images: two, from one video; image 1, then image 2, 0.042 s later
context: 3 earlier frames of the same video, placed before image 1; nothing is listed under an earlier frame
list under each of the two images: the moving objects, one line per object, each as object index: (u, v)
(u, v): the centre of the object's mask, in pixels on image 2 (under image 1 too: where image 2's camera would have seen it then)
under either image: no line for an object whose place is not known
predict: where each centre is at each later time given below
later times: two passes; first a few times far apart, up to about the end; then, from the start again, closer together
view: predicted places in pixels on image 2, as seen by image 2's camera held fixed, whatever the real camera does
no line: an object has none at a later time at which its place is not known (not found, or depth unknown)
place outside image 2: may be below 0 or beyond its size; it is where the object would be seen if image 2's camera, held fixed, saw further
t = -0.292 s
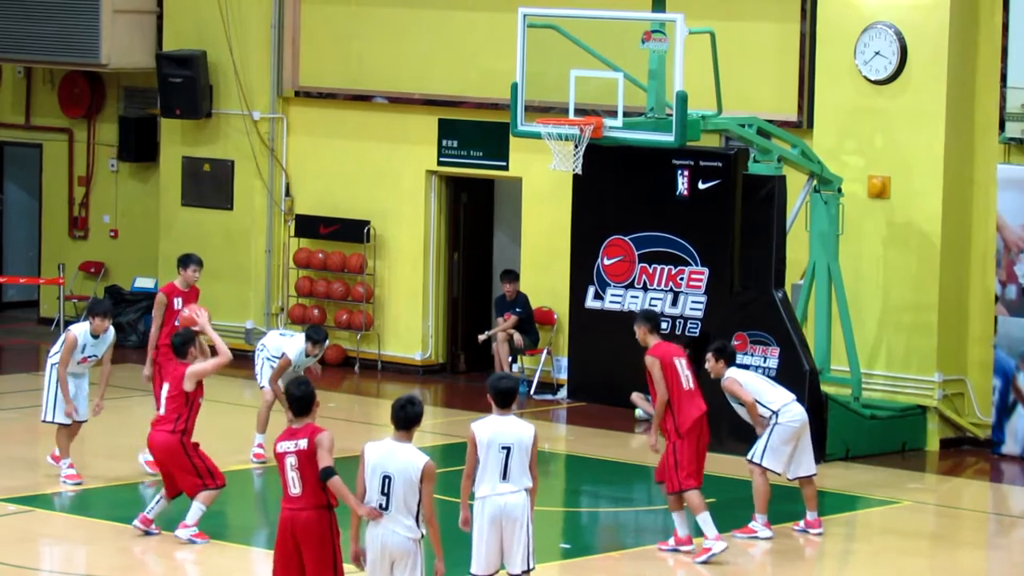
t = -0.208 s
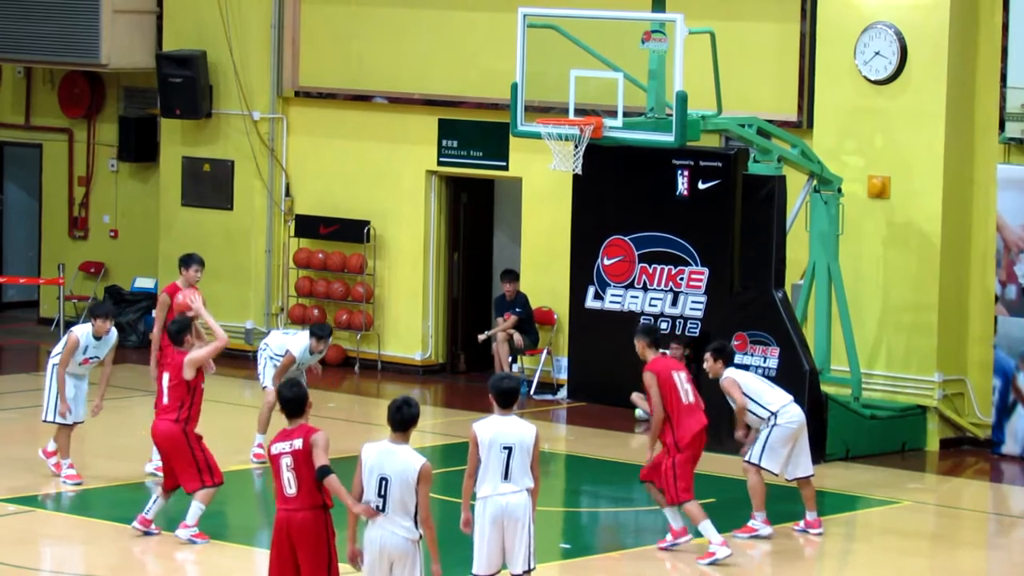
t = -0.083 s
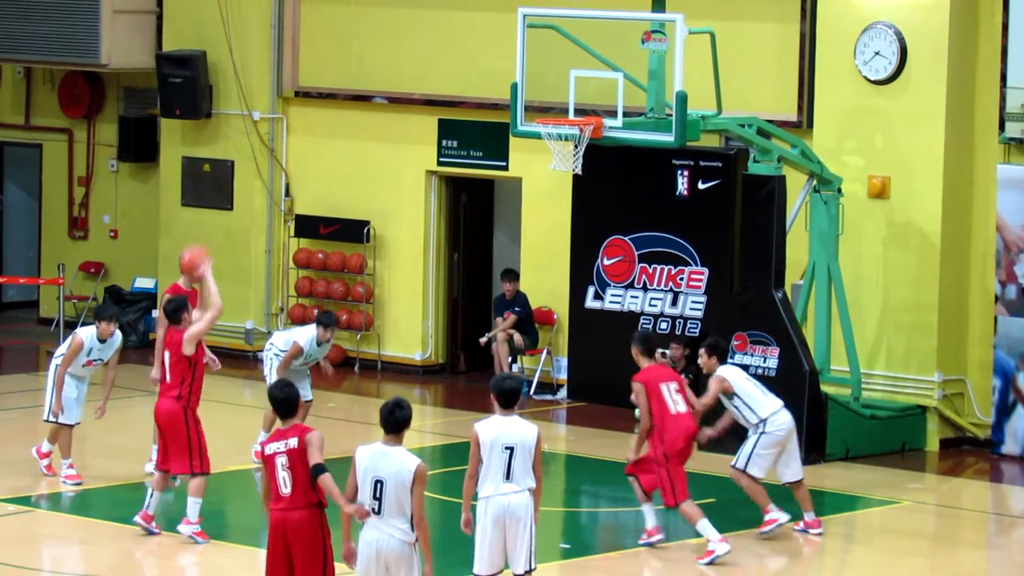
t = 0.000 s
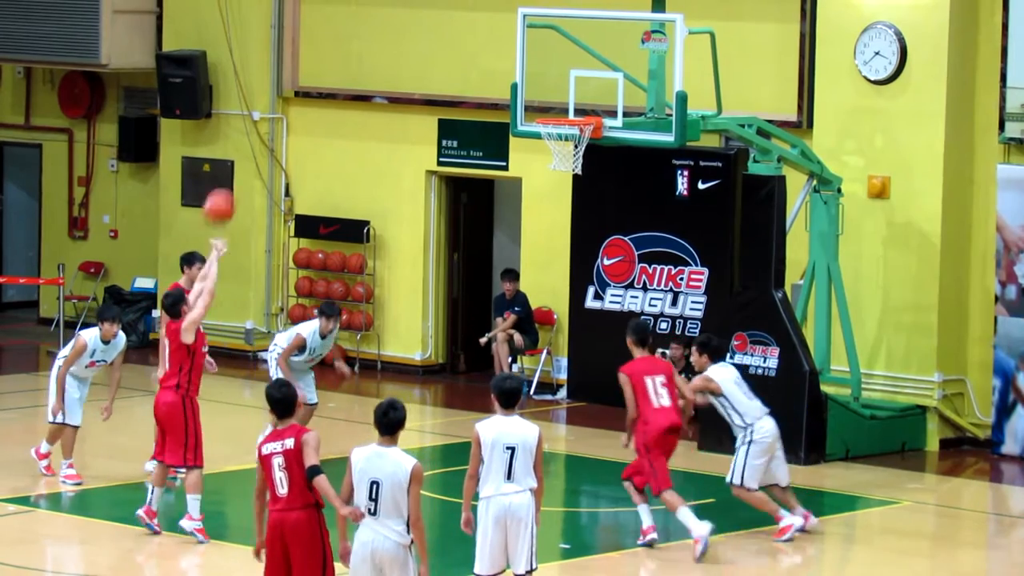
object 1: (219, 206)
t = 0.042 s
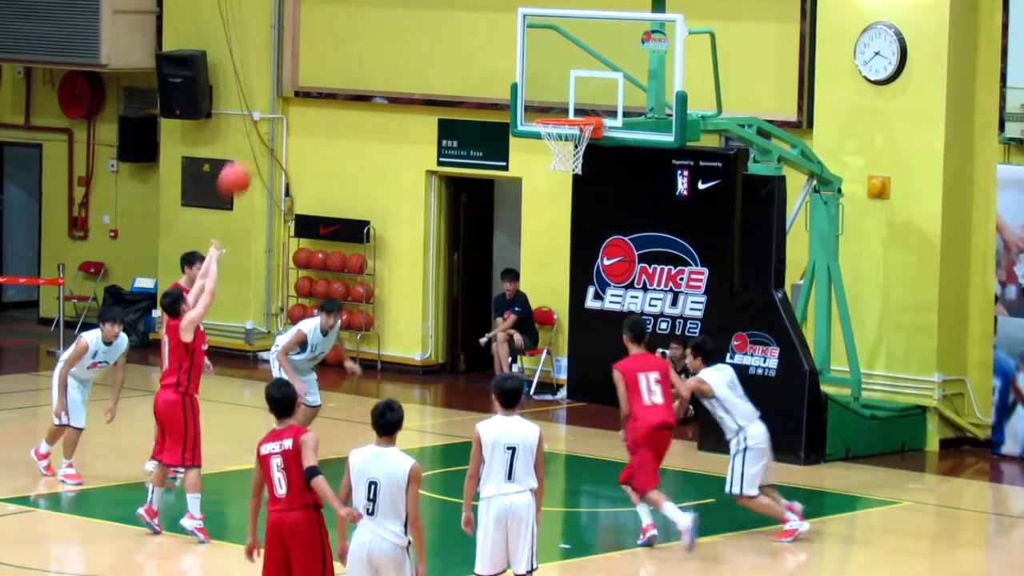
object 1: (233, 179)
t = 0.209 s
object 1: (297, 84)
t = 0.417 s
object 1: (372, 16)
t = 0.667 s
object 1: (455, 8)
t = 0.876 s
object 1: (521, 52)
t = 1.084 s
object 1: (583, 147)
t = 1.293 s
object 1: (587, 186)
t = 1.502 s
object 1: (587, 270)
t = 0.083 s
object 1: (251, 151)
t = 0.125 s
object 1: (267, 127)
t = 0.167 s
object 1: (283, 103)
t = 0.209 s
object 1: (297, 84)
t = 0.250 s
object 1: (313, 66)
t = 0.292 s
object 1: (328, 50)
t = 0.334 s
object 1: (343, 37)
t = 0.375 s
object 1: (358, 25)
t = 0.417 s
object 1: (372, 16)
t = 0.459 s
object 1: (386, 11)
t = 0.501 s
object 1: (401, 8)
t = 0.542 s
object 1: (415, 7)
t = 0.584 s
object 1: (428, 6)
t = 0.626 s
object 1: (442, 6)
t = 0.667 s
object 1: (455, 8)
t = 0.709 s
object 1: (470, 11)
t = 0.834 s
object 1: (508, 39)
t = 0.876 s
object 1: (521, 52)
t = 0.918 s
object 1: (534, 68)
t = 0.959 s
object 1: (546, 85)
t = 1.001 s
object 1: (559, 104)
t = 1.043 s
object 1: (570, 126)
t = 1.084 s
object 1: (583, 147)
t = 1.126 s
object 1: (588, 157)
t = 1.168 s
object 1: (586, 158)
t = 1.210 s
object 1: (587, 166)
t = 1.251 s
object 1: (587, 174)
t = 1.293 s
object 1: (587, 186)
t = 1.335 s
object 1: (587, 199)
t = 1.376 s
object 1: (587, 213)
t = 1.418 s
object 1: (588, 231)
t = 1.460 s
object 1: (587, 249)
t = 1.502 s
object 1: (587, 270)
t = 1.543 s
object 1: (587, 294)
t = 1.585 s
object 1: (588, 321)
